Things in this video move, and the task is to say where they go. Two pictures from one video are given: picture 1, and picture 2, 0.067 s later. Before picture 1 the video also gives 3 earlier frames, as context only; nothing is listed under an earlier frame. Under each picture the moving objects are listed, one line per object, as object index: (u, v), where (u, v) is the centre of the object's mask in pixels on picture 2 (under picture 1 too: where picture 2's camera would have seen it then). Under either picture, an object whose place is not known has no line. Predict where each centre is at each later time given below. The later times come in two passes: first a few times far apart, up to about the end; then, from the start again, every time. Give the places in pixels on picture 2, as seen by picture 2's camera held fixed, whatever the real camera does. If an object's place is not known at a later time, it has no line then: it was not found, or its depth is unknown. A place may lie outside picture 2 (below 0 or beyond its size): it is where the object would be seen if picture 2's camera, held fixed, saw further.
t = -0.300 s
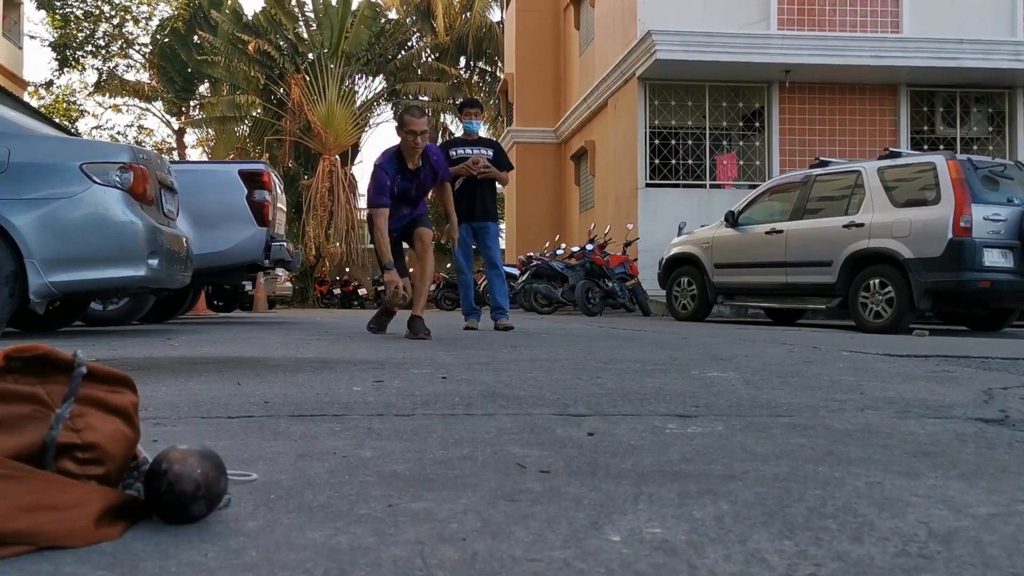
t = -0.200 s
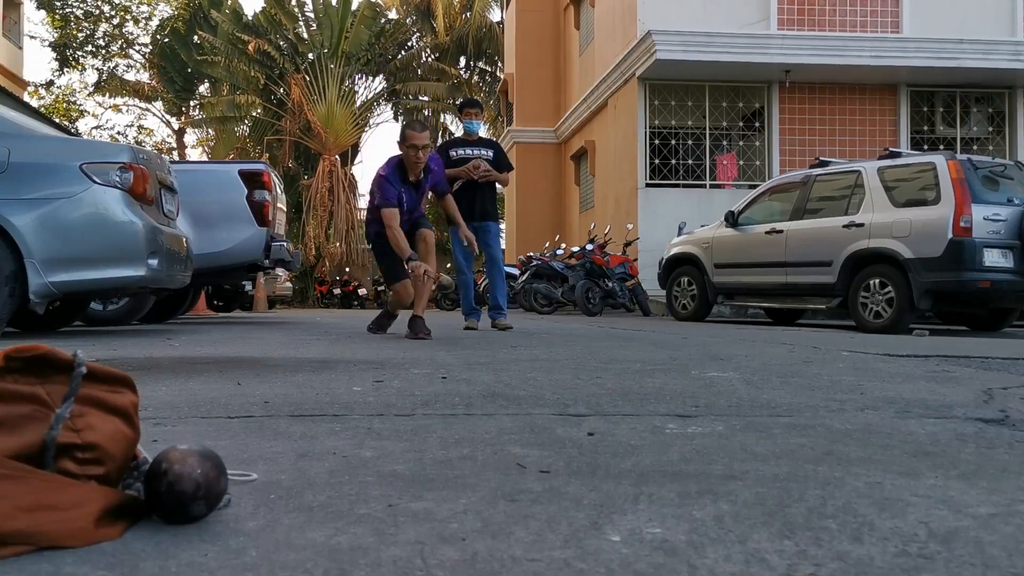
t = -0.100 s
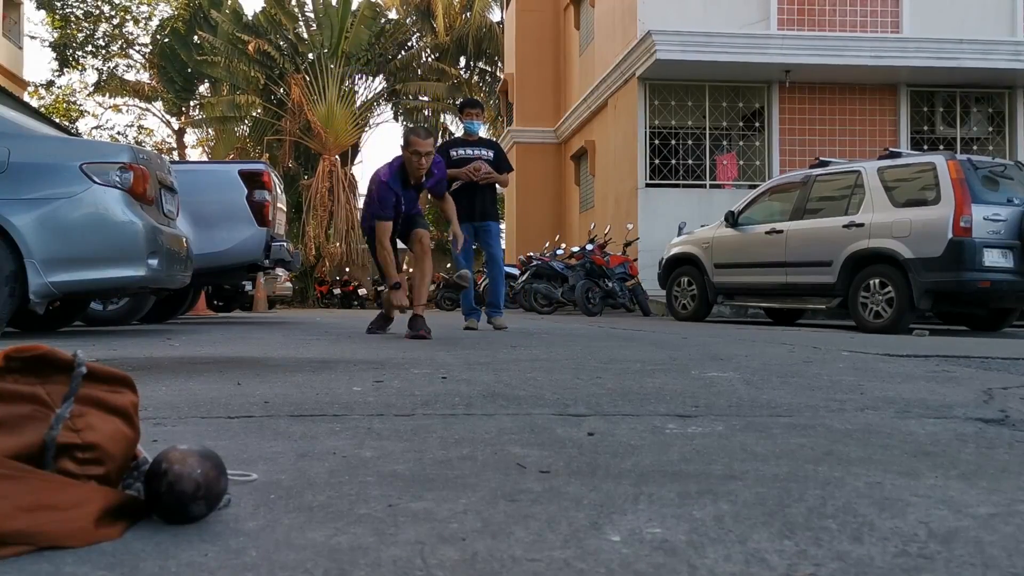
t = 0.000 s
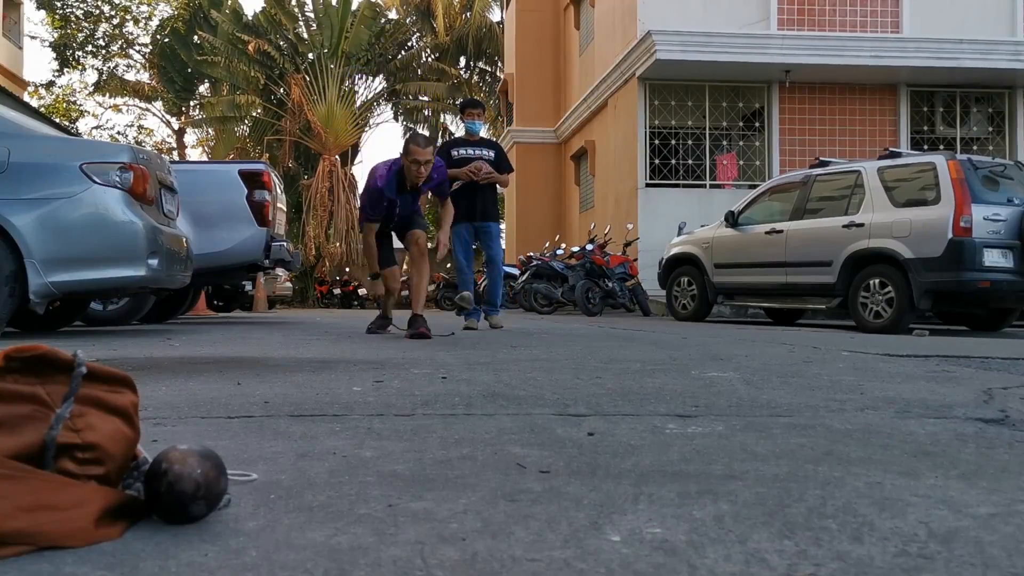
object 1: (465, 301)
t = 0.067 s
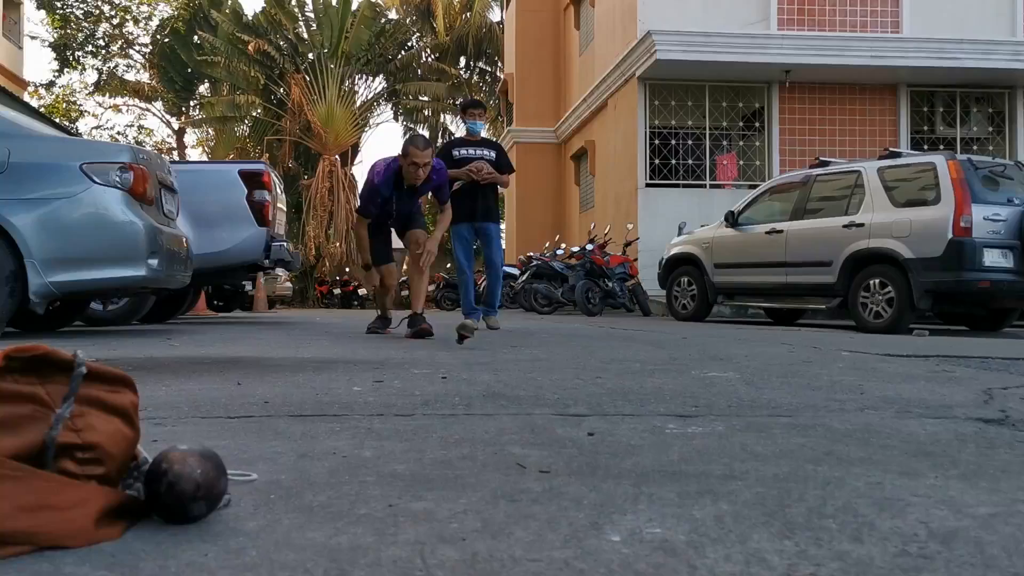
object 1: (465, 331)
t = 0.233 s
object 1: (467, 335)
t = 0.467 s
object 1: (473, 337)
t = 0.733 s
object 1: (498, 341)
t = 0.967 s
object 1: (542, 346)
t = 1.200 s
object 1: (586, 350)
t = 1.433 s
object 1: (650, 357)
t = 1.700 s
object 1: (732, 368)
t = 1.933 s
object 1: (814, 377)
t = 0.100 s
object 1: (465, 331)
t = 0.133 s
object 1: (466, 328)
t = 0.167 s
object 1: (466, 328)
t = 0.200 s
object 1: (467, 330)
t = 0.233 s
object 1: (467, 335)
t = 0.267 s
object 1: (468, 334)
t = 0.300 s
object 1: (468, 331)
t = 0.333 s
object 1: (467, 332)
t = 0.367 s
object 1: (467, 335)
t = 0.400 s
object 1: (469, 336)
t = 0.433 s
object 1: (471, 337)
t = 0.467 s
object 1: (473, 337)
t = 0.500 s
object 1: (476, 338)
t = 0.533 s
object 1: (479, 339)
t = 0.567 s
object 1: (482, 340)
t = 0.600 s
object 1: (485, 339)
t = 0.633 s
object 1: (487, 340)
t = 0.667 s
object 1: (490, 339)
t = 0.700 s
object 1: (493, 341)
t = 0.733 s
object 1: (498, 341)
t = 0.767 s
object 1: (504, 341)
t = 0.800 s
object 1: (510, 341)
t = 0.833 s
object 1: (515, 344)
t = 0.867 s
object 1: (521, 343)
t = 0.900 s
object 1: (528, 345)
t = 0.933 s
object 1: (535, 344)
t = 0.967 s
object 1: (542, 346)
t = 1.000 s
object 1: (548, 347)
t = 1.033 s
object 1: (553, 346)
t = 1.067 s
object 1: (558, 347)
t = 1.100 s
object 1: (563, 348)
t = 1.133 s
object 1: (571, 348)
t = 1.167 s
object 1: (578, 351)
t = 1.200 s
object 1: (586, 350)
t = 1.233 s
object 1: (594, 352)
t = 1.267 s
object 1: (603, 352)
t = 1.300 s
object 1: (612, 354)
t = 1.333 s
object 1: (620, 354)
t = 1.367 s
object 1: (630, 355)
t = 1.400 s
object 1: (641, 357)
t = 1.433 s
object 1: (650, 357)
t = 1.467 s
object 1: (660, 359)
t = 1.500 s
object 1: (669, 360)
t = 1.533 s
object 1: (681, 360)
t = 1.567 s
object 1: (693, 363)
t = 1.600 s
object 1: (702, 362)
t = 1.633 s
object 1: (711, 366)
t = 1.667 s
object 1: (721, 367)
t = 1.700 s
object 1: (732, 368)
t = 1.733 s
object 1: (742, 366)
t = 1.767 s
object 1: (753, 369)
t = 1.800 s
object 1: (764, 370)
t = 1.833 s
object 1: (778, 371)
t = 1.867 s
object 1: (790, 375)
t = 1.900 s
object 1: (801, 373)
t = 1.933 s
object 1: (814, 377)
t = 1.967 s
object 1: (829, 379)
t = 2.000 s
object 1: (846, 383)
